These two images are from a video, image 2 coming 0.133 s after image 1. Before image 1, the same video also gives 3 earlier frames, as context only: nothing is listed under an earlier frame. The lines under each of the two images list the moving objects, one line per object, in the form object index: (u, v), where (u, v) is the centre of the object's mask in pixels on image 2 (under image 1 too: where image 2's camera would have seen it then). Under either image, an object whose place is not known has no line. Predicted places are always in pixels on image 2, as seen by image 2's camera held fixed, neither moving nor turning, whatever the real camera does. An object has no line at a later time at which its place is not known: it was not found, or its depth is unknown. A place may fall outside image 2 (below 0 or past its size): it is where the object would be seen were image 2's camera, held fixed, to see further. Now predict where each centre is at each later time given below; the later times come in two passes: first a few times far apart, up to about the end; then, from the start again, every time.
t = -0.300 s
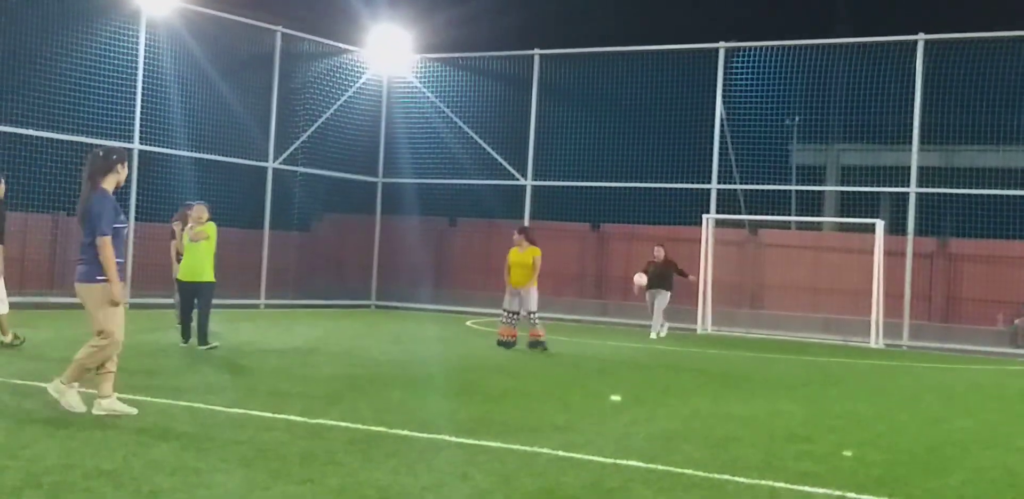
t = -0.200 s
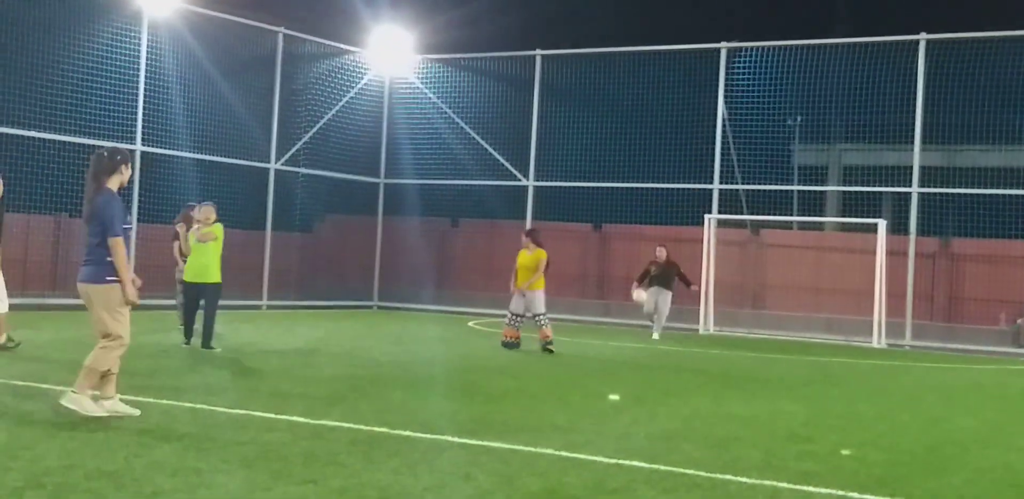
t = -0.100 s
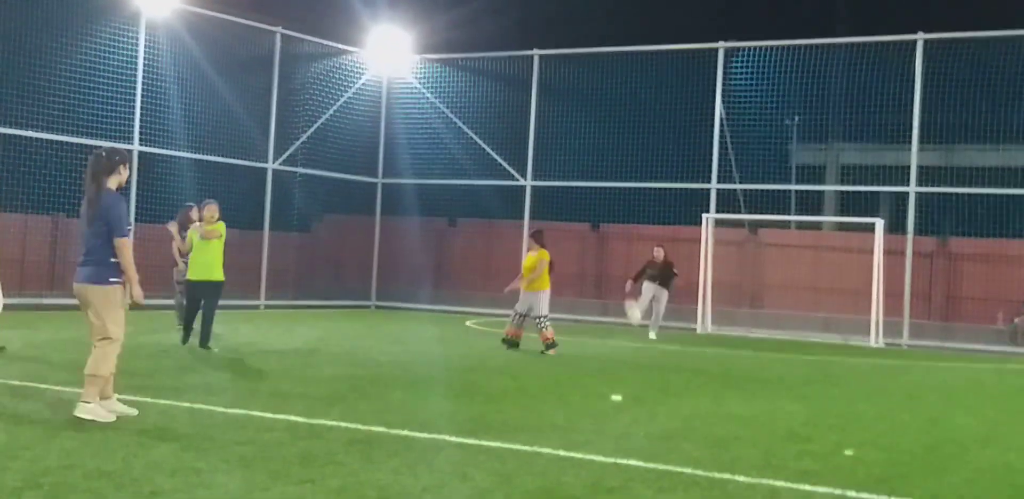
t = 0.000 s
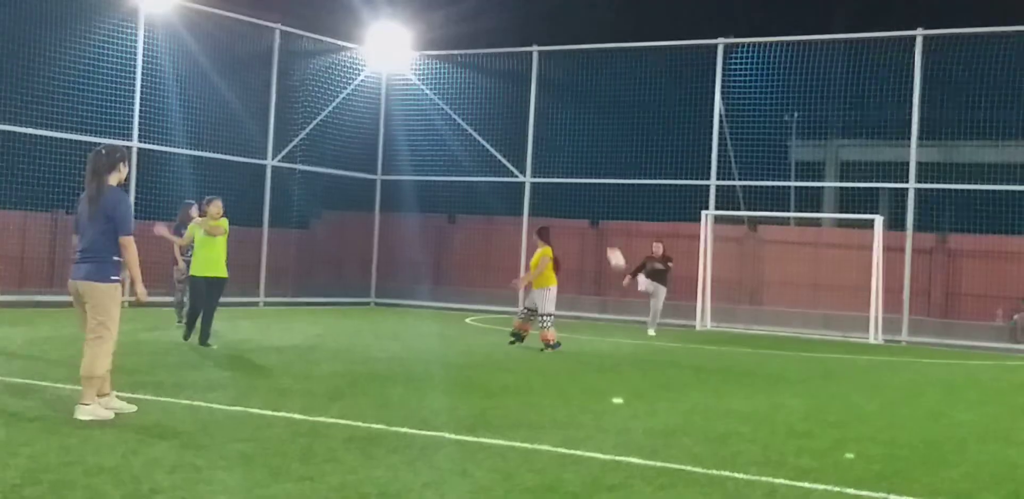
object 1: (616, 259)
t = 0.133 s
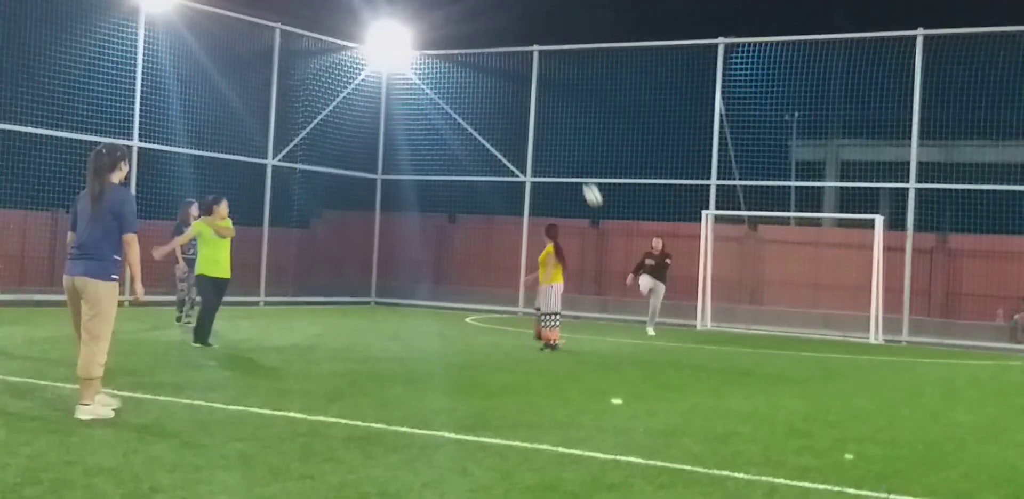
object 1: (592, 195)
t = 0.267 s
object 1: (566, 136)
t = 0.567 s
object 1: (483, 26)
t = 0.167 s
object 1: (586, 179)
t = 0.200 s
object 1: (579, 164)
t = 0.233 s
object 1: (572, 150)
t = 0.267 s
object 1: (566, 136)
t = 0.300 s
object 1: (558, 122)
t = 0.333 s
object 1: (551, 109)
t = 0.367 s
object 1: (543, 95)
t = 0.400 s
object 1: (534, 82)
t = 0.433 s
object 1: (524, 70)
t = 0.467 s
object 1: (515, 58)
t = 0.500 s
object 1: (505, 46)
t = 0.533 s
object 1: (494, 36)
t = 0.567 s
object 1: (483, 26)
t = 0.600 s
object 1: (471, 16)
